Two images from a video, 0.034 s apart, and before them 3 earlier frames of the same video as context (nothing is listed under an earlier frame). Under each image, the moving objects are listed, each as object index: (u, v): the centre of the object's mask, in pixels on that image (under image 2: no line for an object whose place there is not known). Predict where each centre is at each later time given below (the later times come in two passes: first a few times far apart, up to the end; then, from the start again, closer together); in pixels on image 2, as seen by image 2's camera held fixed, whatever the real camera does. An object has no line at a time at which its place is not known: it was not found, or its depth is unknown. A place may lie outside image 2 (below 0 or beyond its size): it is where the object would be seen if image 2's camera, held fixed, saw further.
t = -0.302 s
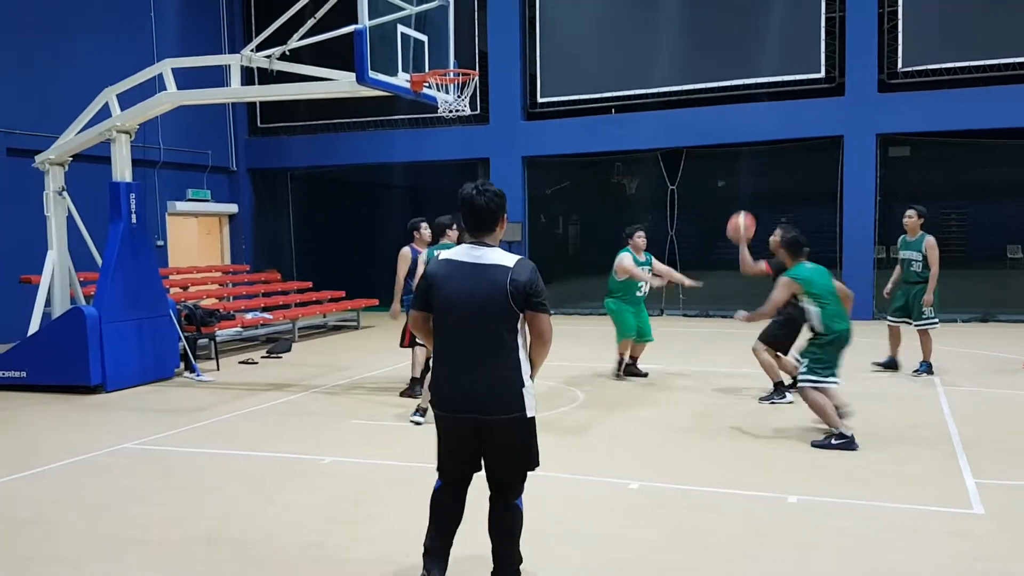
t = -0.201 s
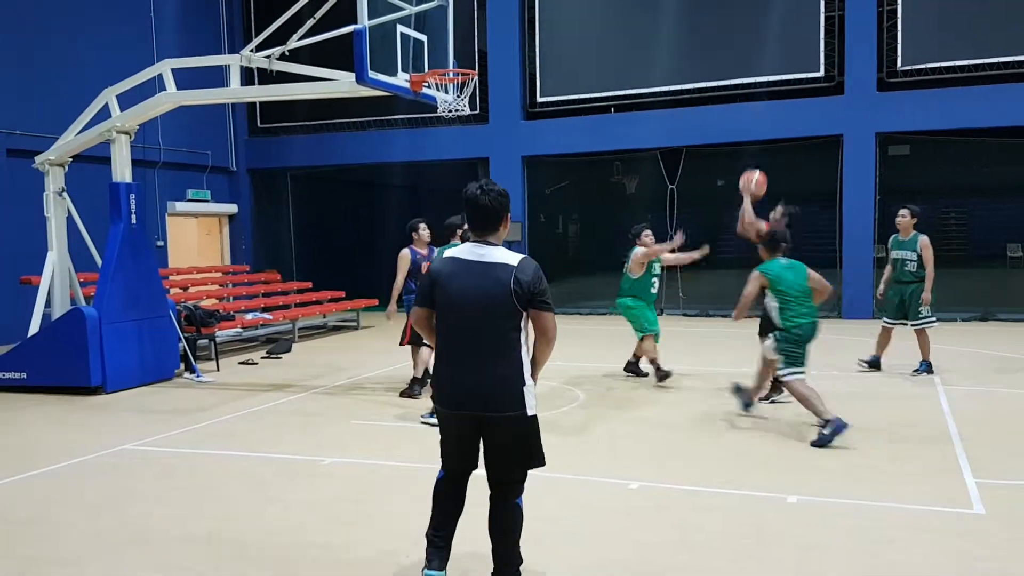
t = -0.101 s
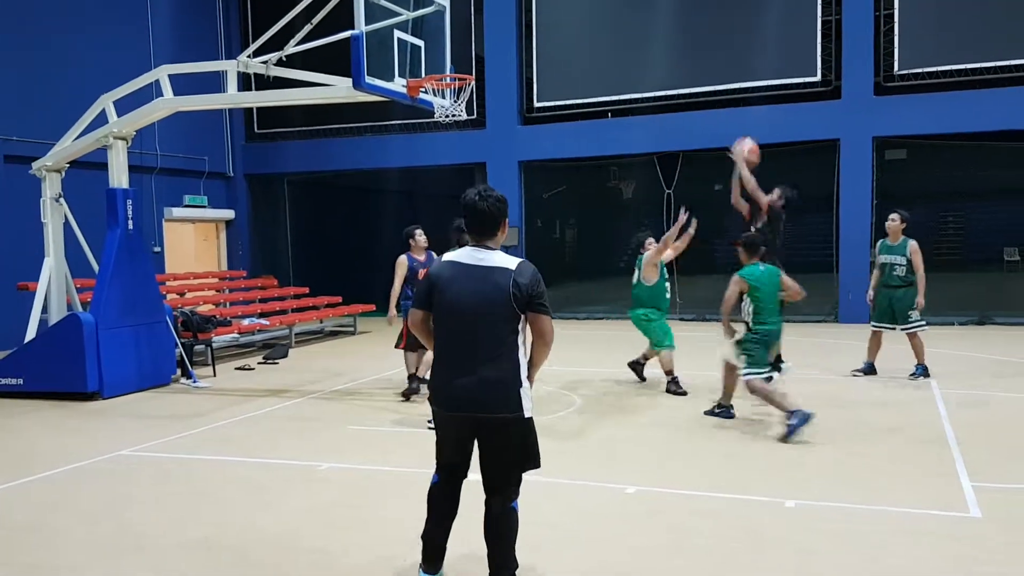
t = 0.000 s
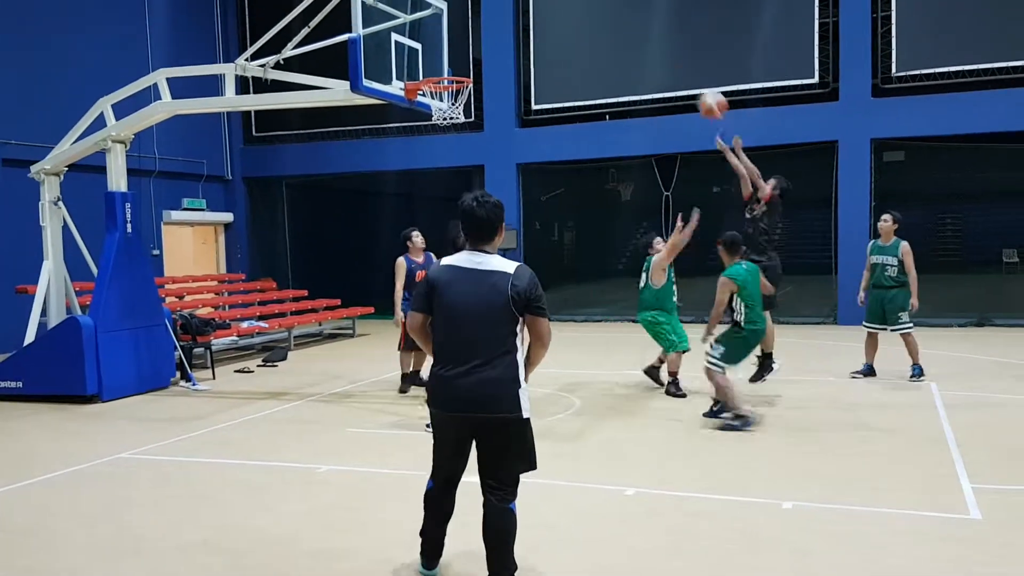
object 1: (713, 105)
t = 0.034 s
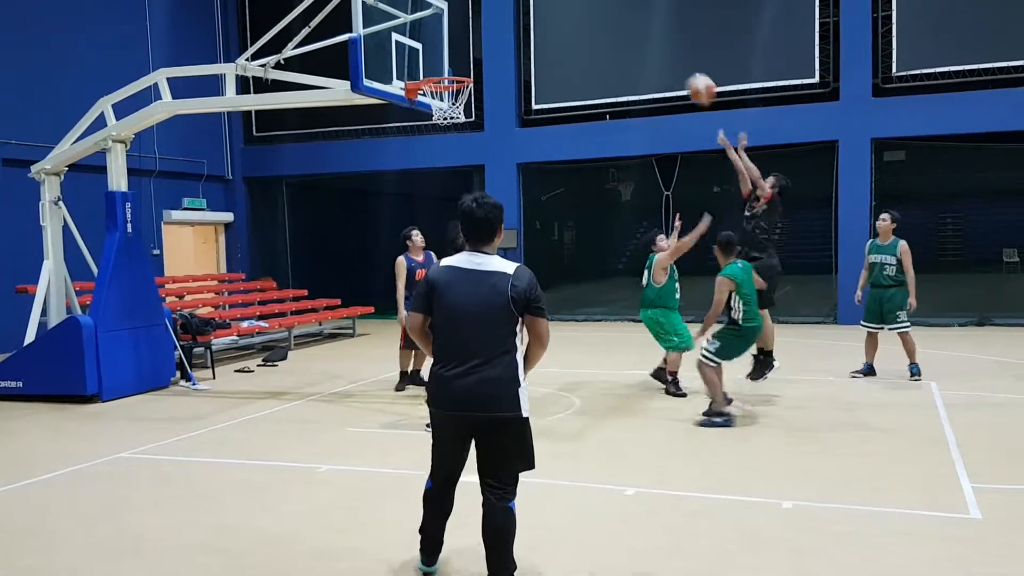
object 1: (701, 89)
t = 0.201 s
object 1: (643, 31)
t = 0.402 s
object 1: (569, 4)
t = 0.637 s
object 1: (497, 19)
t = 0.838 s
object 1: (434, 79)
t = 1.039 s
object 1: (472, 107)
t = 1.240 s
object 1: (479, 132)
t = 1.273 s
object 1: (479, 141)
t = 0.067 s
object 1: (689, 74)
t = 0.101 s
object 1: (678, 62)
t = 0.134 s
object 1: (667, 51)
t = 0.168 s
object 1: (654, 40)
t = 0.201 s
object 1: (643, 31)
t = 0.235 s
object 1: (631, 22)
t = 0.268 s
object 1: (620, 15)
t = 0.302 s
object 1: (609, 9)
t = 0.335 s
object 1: (597, 6)
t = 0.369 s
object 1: (582, 5)
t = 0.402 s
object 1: (569, 4)
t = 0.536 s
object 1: (528, 4)
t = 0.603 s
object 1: (507, 13)
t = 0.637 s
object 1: (497, 19)
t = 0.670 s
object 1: (486, 27)
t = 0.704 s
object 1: (474, 36)
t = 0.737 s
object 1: (464, 46)
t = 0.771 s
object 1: (454, 56)
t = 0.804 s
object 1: (444, 66)
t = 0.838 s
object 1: (434, 79)
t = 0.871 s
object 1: (443, 91)
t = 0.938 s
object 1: (462, 108)
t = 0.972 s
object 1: (466, 110)
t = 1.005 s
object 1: (470, 108)
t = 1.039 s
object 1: (472, 107)
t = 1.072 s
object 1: (473, 108)
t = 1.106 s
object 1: (475, 114)
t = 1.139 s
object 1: (476, 116)
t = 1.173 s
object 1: (476, 119)
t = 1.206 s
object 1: (478, 126)
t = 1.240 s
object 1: (479, 132)
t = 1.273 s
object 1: (479, 141)
